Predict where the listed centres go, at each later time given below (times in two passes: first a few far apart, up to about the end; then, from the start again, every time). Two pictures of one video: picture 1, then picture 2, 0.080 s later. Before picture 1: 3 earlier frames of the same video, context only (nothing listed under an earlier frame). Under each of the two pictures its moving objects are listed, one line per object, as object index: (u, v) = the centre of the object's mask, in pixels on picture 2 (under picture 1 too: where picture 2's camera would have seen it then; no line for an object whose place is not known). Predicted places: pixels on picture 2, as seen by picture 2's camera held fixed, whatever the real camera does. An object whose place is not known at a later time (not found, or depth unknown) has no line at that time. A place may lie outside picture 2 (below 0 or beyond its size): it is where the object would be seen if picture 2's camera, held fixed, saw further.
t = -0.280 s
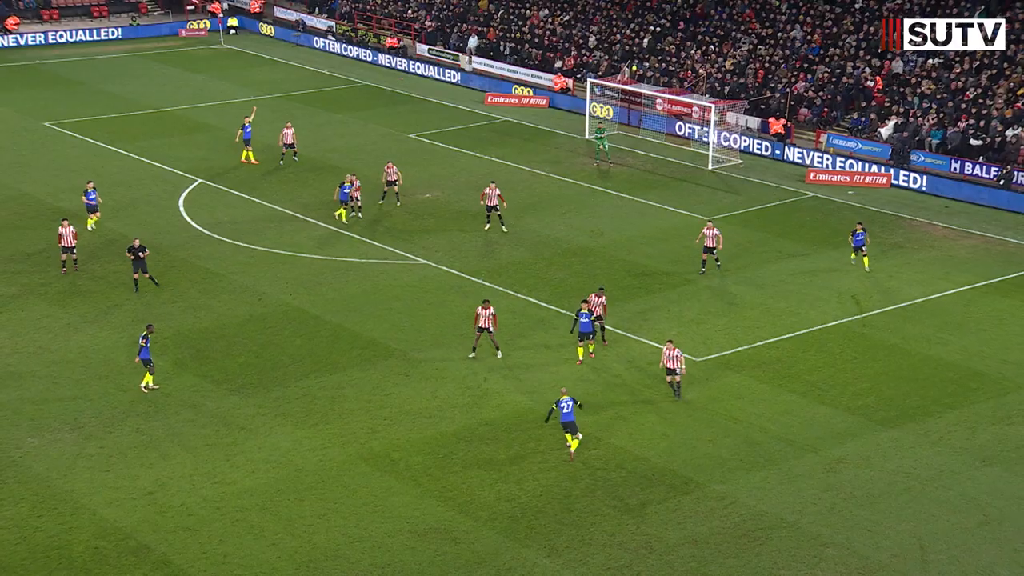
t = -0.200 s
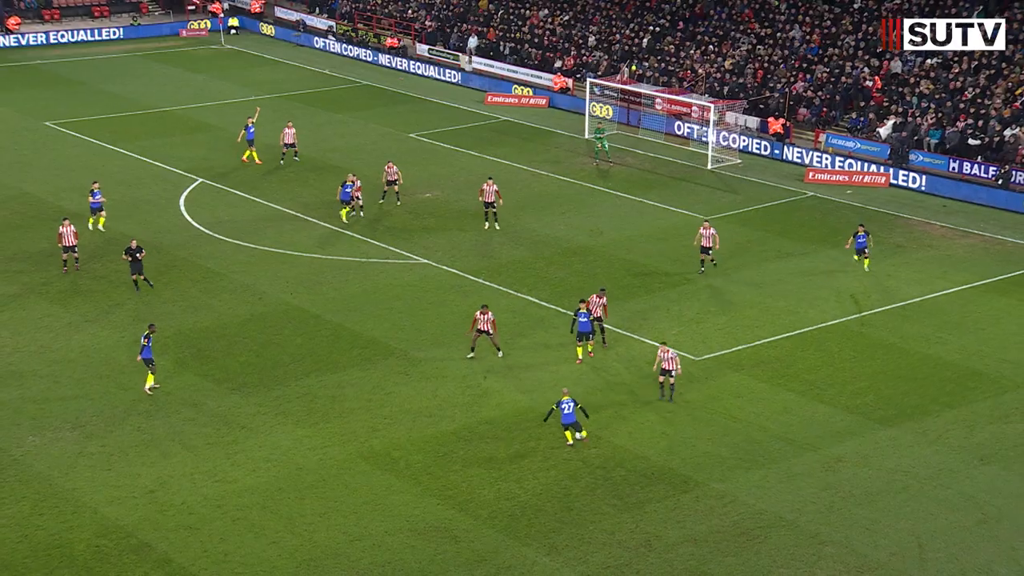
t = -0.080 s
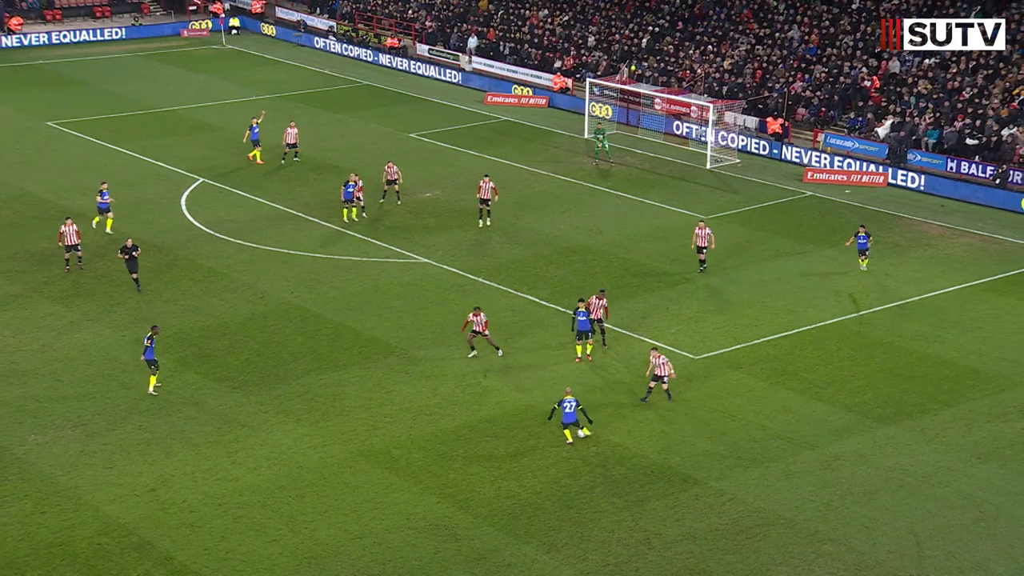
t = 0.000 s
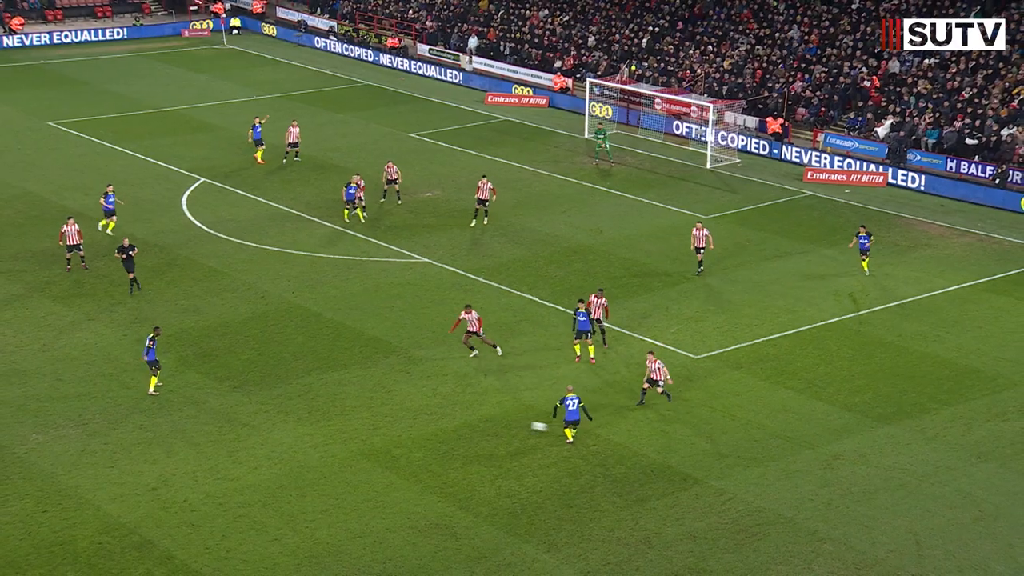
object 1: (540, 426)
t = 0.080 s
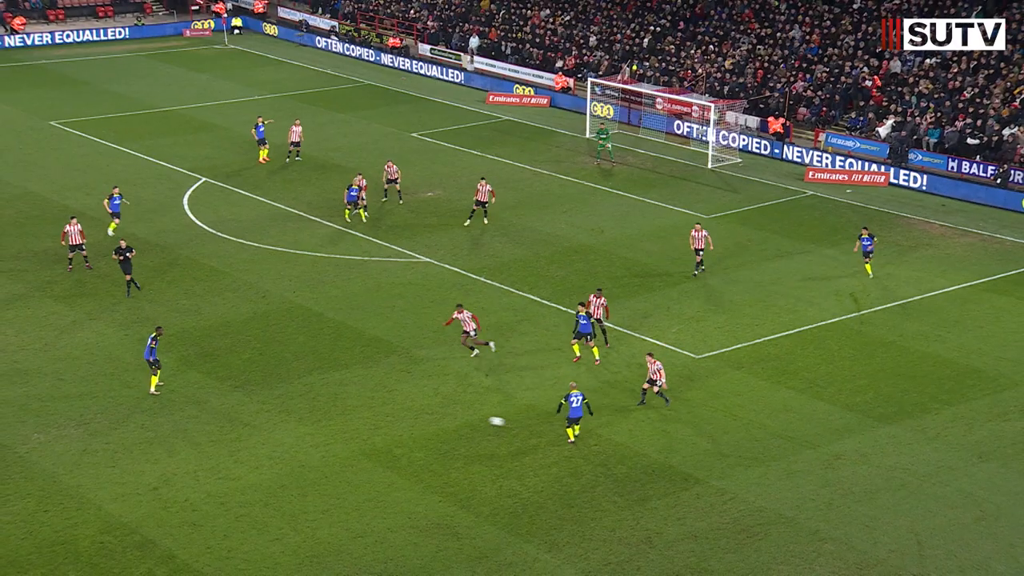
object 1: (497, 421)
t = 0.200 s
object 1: (437, 414)
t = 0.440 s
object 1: (333, 403)
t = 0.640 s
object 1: (260, 396)
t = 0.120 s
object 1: (476, 419)
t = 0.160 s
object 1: (456, 416)
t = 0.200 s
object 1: (437, 414)
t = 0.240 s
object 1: (418, 412)
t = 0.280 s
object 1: (400, 410)
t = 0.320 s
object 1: (383, 407)
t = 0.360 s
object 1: (366, 405)
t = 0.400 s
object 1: (349, 404)
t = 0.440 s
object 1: (333, 403)
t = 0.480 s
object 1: (318, 401)
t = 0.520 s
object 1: (303, 399)
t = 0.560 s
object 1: (288, 398)
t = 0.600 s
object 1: (274, 397)
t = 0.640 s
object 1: (260, 396)
